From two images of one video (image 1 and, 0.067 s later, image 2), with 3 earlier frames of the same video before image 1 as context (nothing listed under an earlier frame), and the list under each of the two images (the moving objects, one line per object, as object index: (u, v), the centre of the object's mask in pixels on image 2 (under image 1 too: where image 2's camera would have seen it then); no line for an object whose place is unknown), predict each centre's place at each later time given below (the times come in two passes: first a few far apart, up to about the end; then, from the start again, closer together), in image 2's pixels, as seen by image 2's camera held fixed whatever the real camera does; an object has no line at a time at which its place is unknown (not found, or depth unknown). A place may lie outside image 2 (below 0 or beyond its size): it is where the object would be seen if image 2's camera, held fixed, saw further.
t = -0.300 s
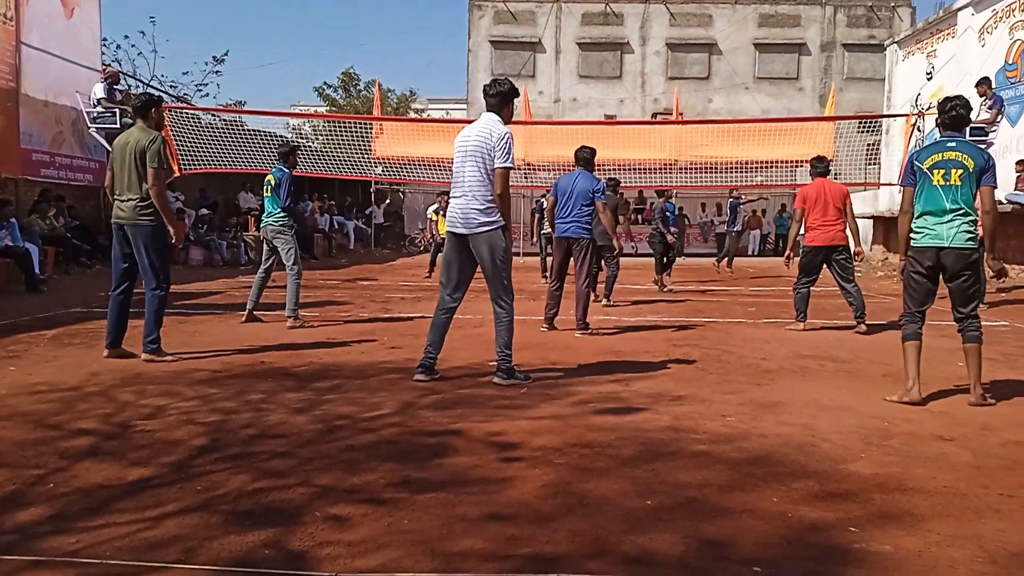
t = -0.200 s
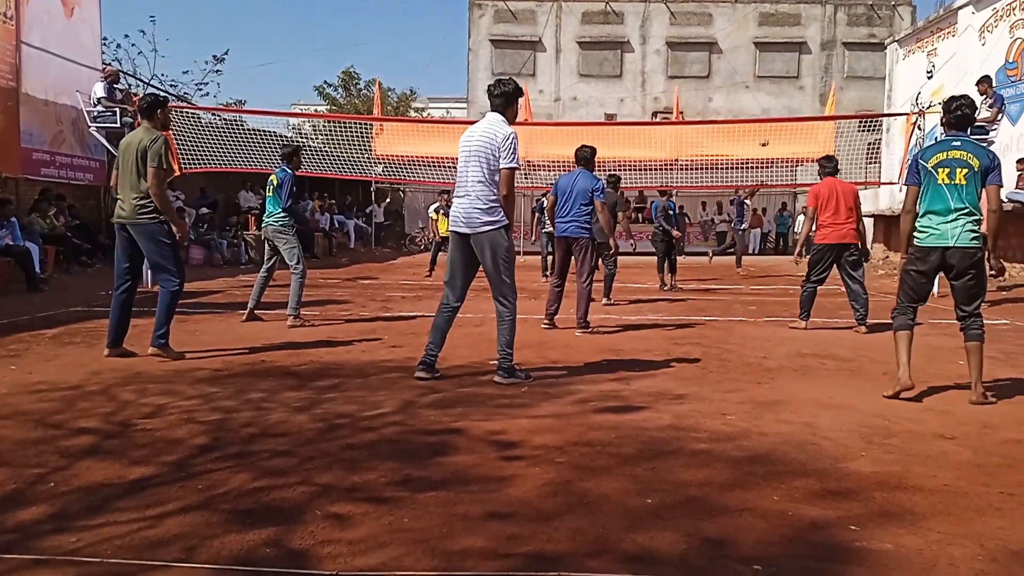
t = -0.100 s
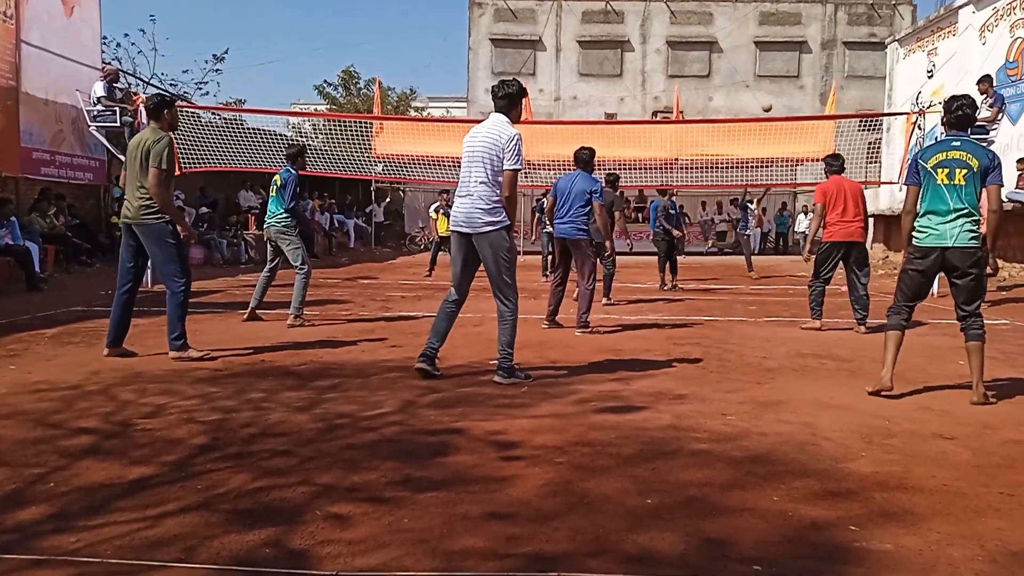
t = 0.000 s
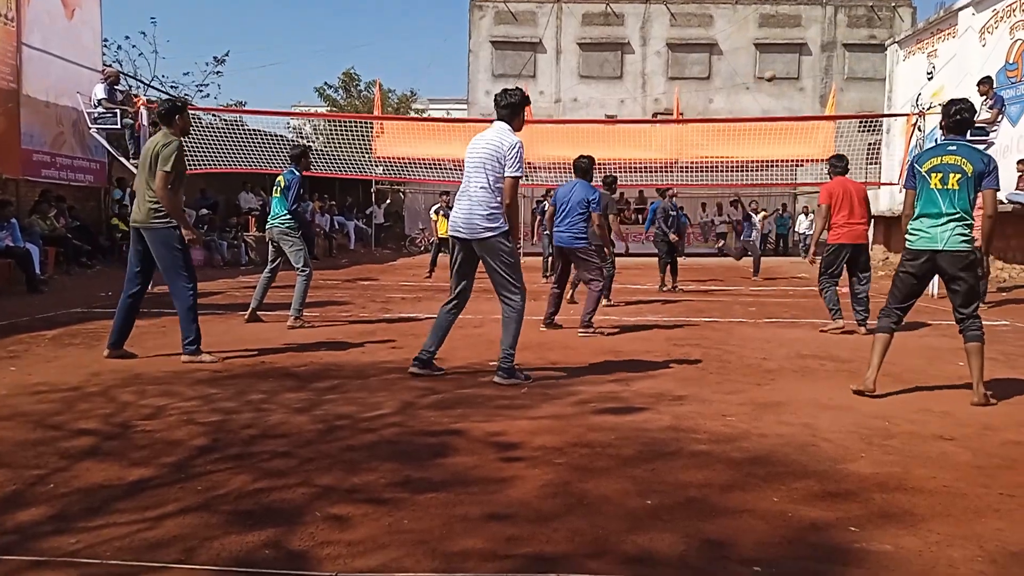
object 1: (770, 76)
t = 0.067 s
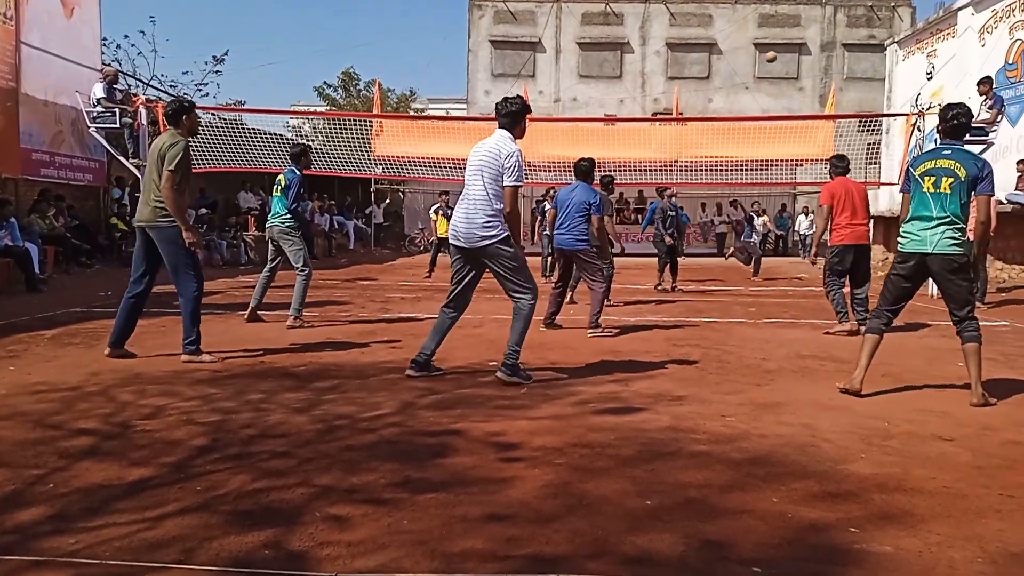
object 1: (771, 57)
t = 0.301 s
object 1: (775, 3)
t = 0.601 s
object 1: (776, -19)
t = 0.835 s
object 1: (770, 30)
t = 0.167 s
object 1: (773, 31)
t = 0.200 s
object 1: (773, 22)
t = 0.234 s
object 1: (774, 15)
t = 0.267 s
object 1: (775, 9)
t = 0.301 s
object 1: (775, 3)
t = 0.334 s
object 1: (775, -3)
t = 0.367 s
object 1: (776, -8)
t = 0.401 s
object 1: (776, -12)
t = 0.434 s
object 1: (777, -15)
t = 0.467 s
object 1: (777, -17)
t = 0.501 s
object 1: (777, -18)
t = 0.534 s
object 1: (777, -20)
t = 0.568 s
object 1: (777, -20)
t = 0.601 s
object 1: (776, -19)
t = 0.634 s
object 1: (776, -16)
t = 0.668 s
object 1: (775, -12)
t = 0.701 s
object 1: (774, -7)
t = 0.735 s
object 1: (773, 0)
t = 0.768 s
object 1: (772, 8)
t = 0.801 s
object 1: (770, 19)
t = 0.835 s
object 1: (770, 30)
